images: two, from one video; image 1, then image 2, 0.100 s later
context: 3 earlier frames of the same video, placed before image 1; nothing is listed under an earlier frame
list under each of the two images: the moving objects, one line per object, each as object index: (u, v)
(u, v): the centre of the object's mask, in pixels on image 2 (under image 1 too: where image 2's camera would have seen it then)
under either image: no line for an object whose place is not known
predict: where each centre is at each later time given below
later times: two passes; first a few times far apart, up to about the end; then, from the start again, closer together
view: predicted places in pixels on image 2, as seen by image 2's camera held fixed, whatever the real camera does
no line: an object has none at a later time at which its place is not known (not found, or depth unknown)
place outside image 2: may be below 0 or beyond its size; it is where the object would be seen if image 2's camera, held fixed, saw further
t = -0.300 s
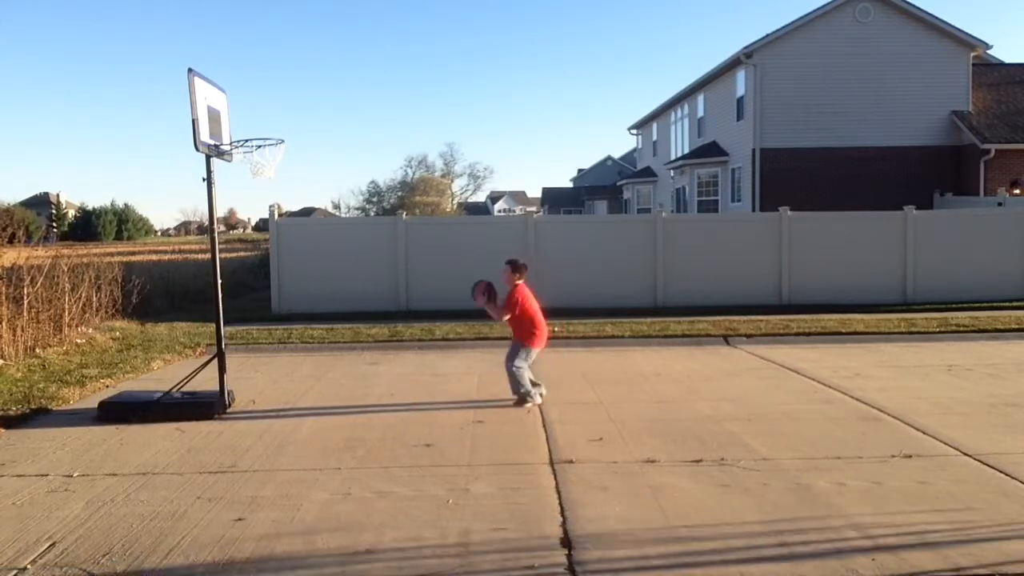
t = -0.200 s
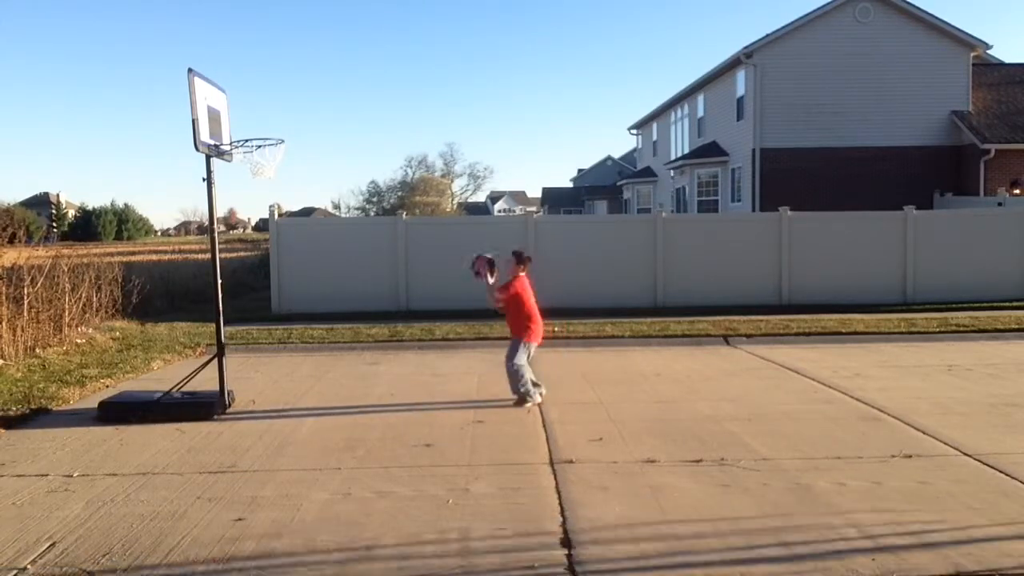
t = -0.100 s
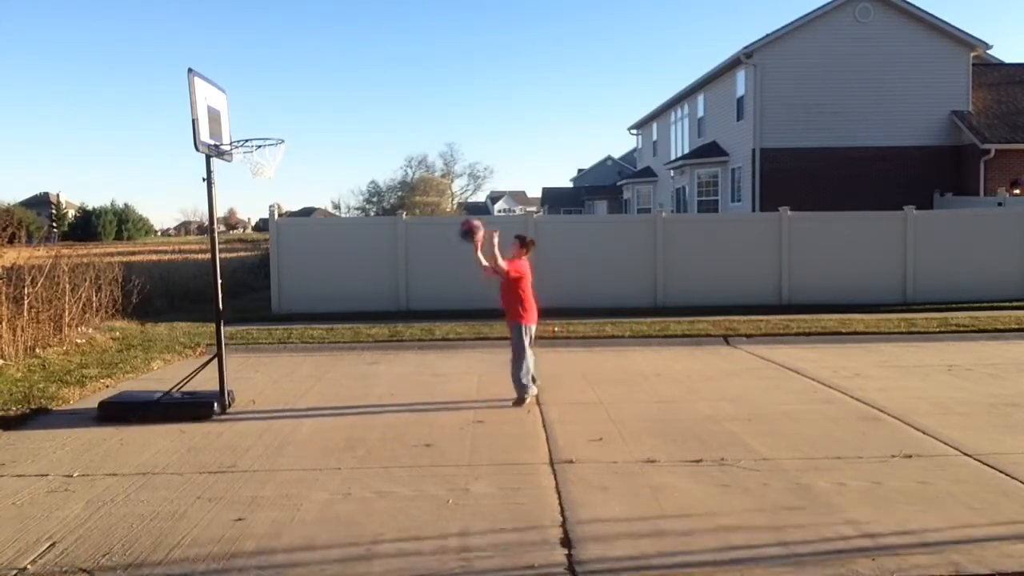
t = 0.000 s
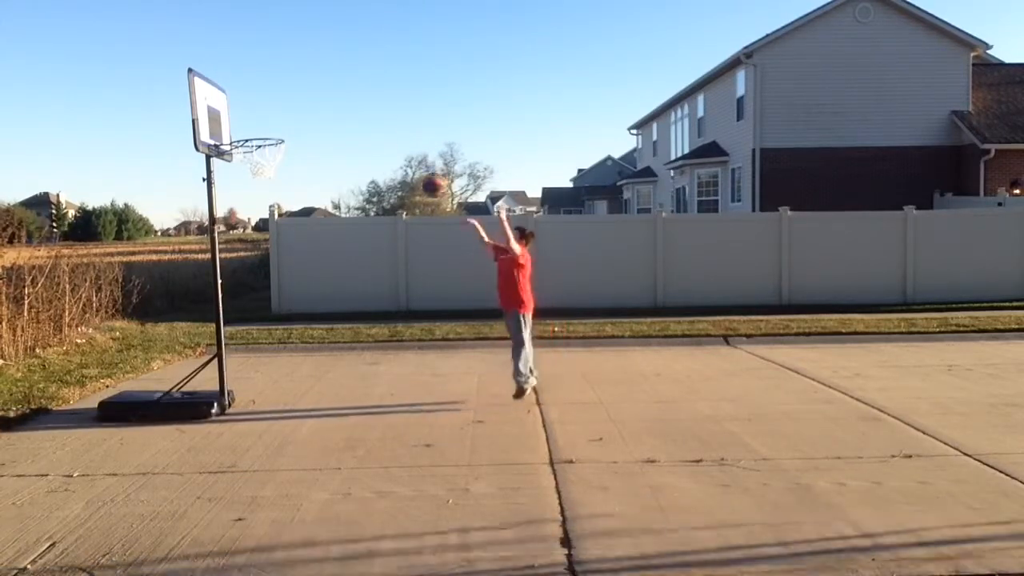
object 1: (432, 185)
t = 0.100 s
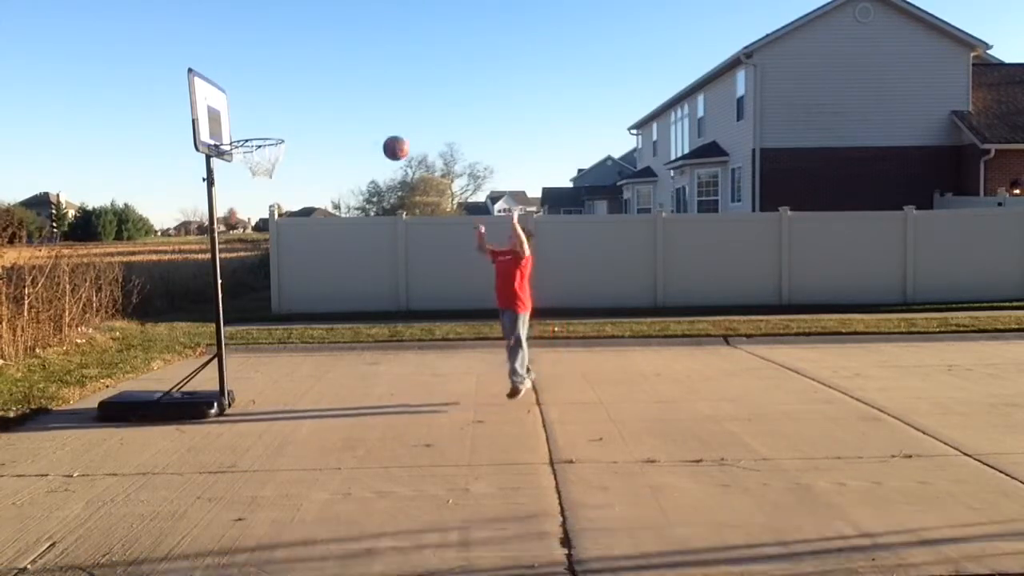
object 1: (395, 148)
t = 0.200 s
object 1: (356, 121)
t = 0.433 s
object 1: (264, 97)
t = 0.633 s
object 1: (244, 118)
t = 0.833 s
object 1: (280, 163)
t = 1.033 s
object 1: (262, 178)
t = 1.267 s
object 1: (241, 247)
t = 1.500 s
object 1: (256, 338)
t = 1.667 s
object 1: (284, 387)
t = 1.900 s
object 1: (320, 328)
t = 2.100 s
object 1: (356, 321)
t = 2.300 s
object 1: (390, 358)
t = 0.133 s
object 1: (382, 137)
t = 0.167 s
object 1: (369, 129)
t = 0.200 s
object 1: (356, 121)
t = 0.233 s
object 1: (343, 114)
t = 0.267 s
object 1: (330, 108)
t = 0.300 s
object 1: (317, 103)
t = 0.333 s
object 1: (304, 100)
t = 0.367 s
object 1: (291, 98)
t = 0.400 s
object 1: (277, 97)
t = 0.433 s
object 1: (264, 97)
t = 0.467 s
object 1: (251, 98)
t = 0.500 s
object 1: (239, 101)
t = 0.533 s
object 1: (225, 104)
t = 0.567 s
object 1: (231, 108)
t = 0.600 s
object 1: (238, 112)
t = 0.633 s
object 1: (244, 118)
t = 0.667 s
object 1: (251, 125)
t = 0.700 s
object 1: (258, 132)
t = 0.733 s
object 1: (266, 142)
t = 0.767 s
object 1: (273, 152)
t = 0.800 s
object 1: (277, 161)
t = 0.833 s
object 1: (280, 163)
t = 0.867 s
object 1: (280, 164)
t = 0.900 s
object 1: (276, 165)
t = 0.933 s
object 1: (273, 166)
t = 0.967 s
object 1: (269, 169)
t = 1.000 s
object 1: (266, 173)
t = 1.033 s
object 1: (262, 178)
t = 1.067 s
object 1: (259, 184)
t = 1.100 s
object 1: (256, 192)
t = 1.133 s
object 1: (253, 200)
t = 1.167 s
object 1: (249, 210)
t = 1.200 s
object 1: (246, 221)
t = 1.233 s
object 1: (242, 233)
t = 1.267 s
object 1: (241, 247)
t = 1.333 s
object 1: (237, 278)
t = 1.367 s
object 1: (233, 292)
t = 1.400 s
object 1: (238, 301)
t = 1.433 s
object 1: (244, 310)
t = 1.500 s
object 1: (256, 338)
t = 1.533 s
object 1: (261, 353)
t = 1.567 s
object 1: (266, 369)
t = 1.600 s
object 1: (273, 385)
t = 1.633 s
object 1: (278, 399)
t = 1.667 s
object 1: (284, 387)
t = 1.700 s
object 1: (289, 375)
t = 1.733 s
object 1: (294, 364)
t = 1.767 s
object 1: (299, 355)
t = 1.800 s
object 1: (306, 346)
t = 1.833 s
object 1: (311, 339)
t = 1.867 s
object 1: (317, 332)
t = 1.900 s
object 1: (320, 328)
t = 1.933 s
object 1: (327, 324)
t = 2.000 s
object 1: (338, 320)
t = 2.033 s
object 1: (345, 319)
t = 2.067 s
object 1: (350, 320)
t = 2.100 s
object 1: (356, 321)
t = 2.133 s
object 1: (362, 324)
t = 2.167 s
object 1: (367, 329)
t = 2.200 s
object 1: (373, 334)
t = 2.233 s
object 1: (379, 340)
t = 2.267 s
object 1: (385, 349)
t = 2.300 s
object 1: (390, 358)
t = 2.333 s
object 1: (396, 368)
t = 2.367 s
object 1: (402, 380)
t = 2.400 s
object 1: (408, 393)
